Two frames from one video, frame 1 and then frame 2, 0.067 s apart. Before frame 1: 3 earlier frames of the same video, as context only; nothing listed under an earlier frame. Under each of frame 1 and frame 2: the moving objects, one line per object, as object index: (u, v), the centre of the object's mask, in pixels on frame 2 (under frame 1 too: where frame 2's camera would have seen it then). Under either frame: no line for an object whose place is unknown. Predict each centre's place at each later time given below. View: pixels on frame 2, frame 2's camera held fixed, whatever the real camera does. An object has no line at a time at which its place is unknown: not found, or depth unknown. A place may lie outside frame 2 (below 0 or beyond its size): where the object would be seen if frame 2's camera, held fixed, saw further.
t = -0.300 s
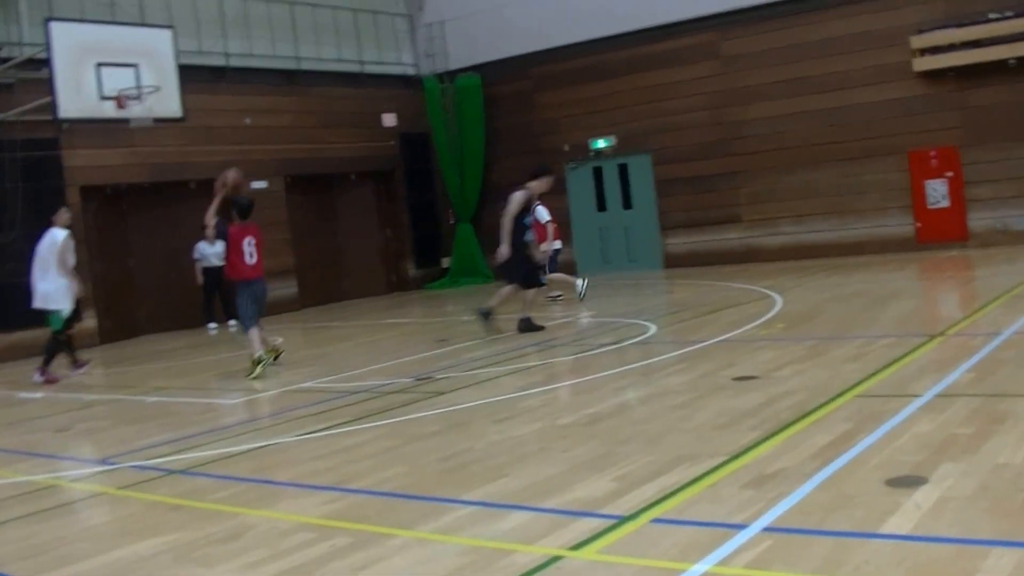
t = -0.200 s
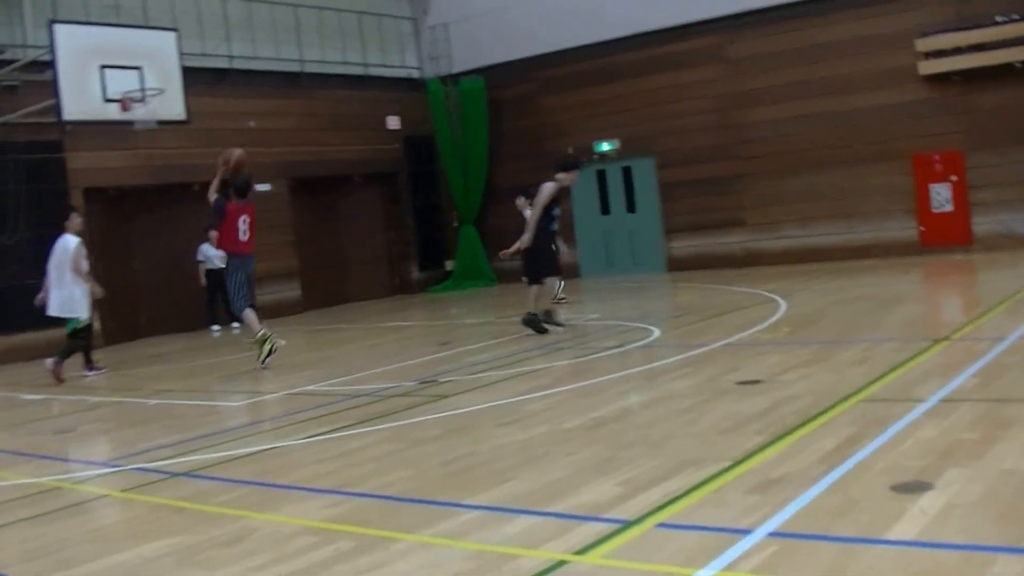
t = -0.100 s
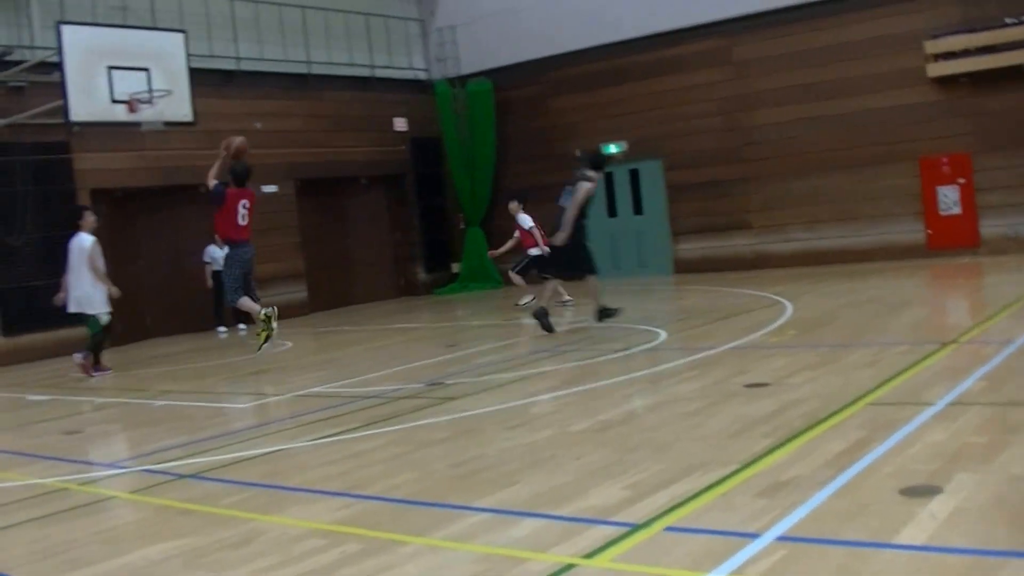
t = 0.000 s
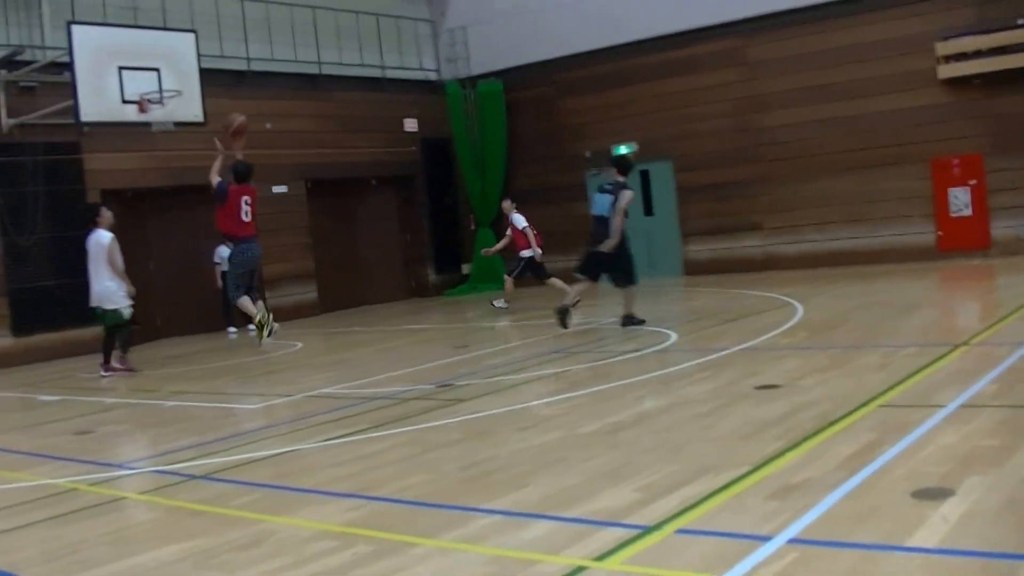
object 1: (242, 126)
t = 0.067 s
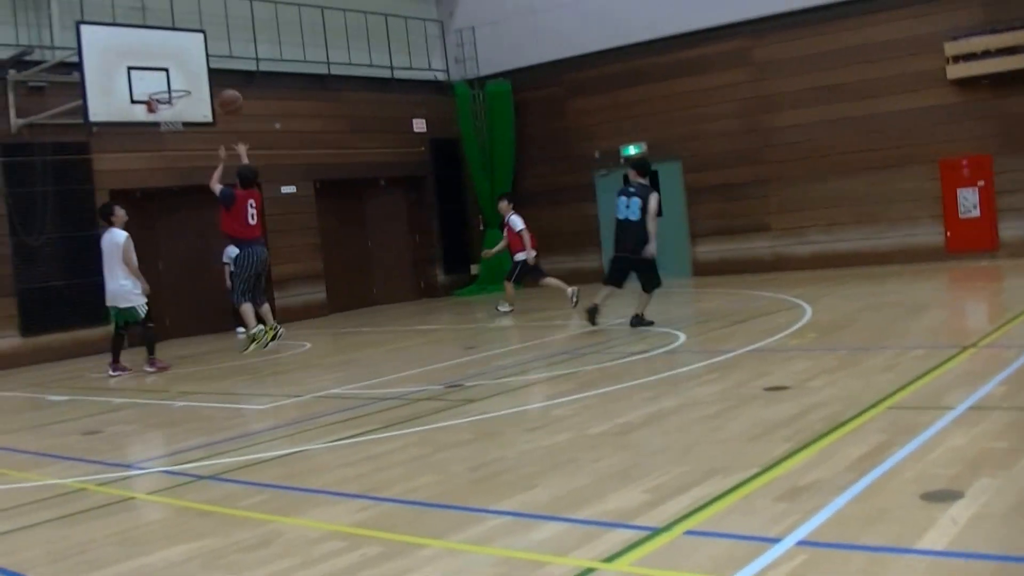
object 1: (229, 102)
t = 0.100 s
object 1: (226, 92)
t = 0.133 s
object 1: (222, 82)
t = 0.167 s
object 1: (218, 76)
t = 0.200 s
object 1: (215, 70)
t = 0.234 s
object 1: (212, 64)
